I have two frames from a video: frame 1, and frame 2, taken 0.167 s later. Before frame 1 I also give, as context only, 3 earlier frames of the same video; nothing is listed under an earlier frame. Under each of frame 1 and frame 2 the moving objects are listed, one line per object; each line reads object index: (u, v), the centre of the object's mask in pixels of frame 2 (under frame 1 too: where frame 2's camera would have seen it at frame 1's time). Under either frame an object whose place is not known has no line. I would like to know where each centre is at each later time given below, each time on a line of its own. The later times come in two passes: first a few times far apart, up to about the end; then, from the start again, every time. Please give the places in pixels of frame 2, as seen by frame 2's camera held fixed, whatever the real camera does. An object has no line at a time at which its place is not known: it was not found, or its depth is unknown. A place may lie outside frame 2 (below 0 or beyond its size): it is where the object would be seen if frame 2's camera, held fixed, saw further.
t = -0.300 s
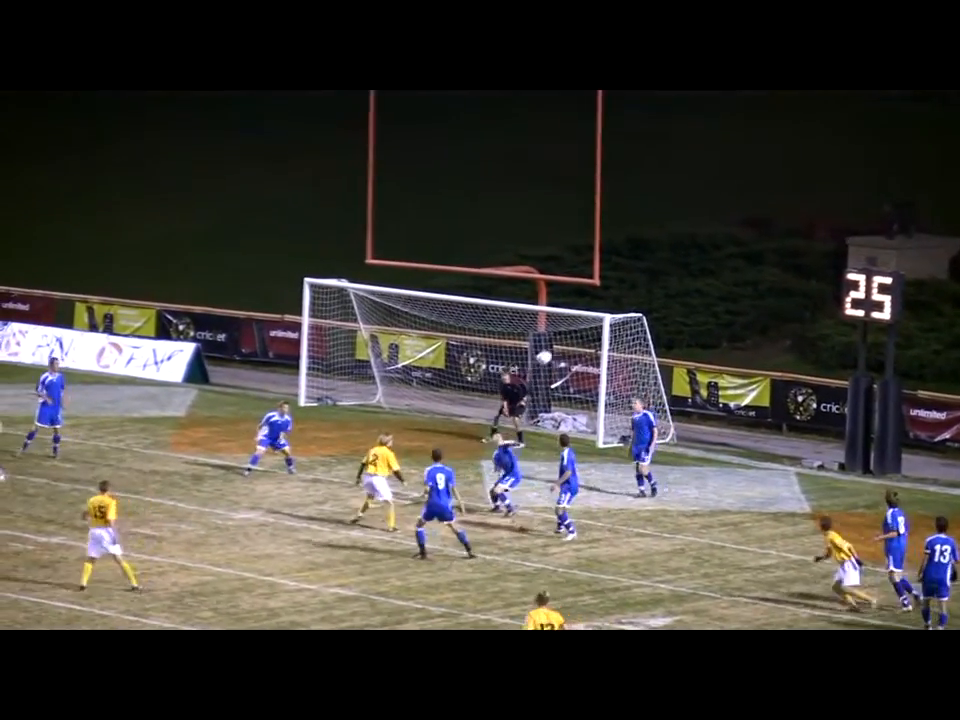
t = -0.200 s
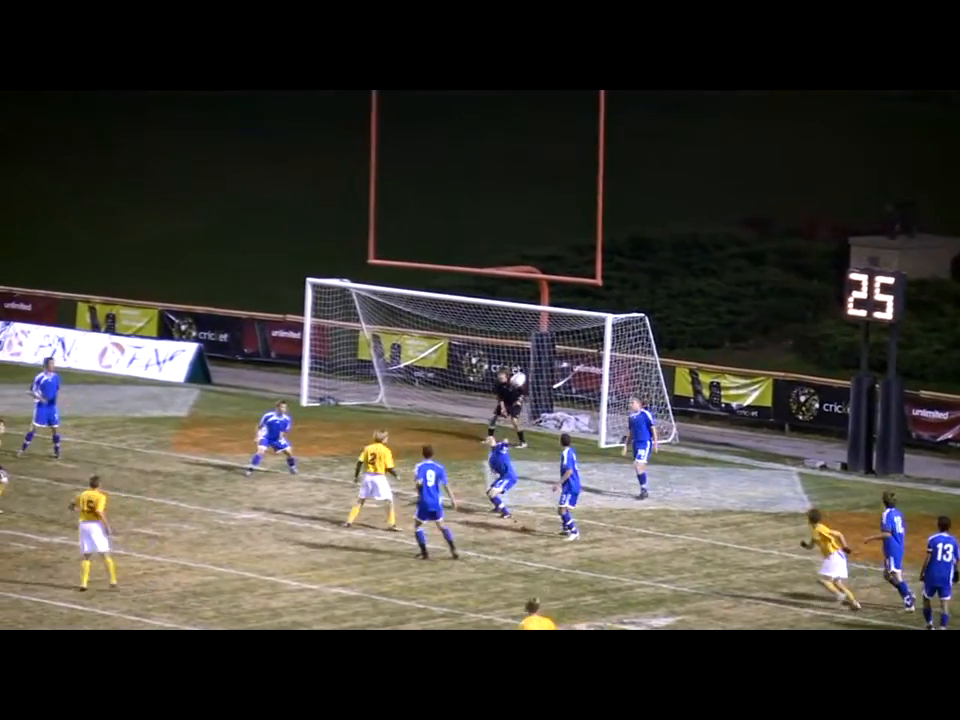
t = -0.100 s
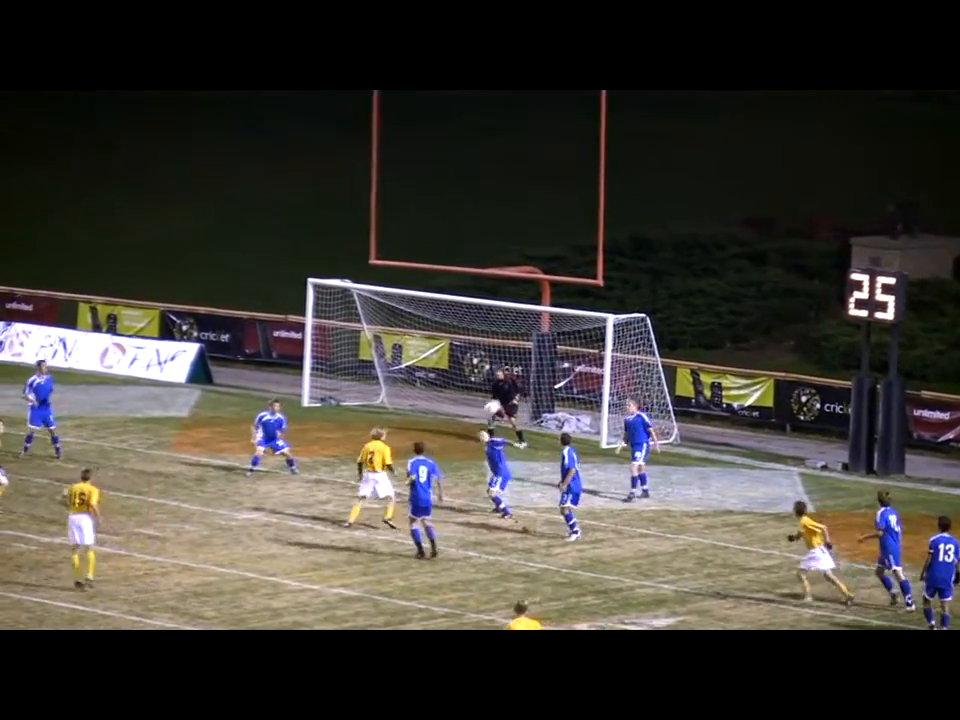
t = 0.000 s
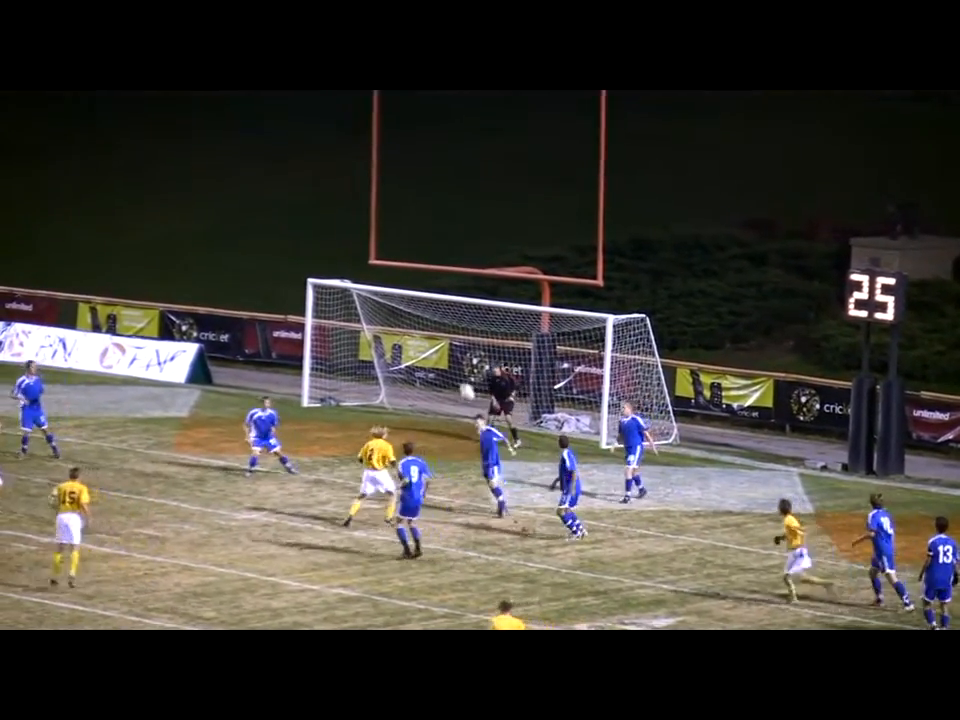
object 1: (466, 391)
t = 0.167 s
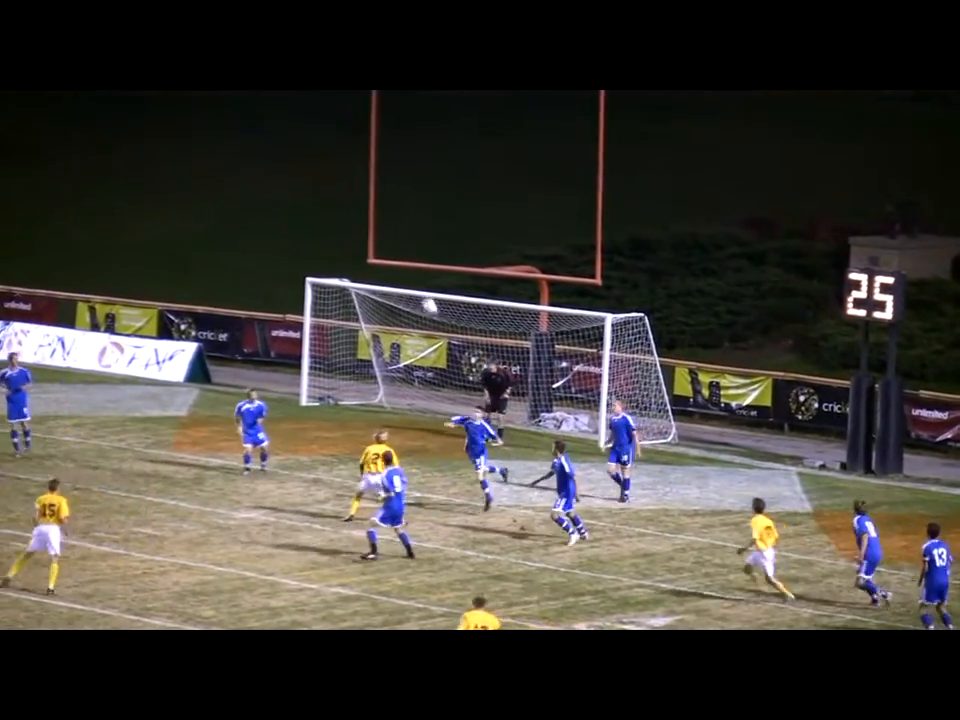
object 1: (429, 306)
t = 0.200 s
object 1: (422, 289)
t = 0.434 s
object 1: (367, 202)
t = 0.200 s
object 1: (422, 289)
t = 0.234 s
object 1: (415, 276)
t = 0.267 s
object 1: (407, 262)
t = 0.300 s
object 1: (399, 249)
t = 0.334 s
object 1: (391, 236)
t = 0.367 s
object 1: (383, 224)
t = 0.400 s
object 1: (376, 212)
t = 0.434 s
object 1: (367, 202)
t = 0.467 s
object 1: (359, 191)
